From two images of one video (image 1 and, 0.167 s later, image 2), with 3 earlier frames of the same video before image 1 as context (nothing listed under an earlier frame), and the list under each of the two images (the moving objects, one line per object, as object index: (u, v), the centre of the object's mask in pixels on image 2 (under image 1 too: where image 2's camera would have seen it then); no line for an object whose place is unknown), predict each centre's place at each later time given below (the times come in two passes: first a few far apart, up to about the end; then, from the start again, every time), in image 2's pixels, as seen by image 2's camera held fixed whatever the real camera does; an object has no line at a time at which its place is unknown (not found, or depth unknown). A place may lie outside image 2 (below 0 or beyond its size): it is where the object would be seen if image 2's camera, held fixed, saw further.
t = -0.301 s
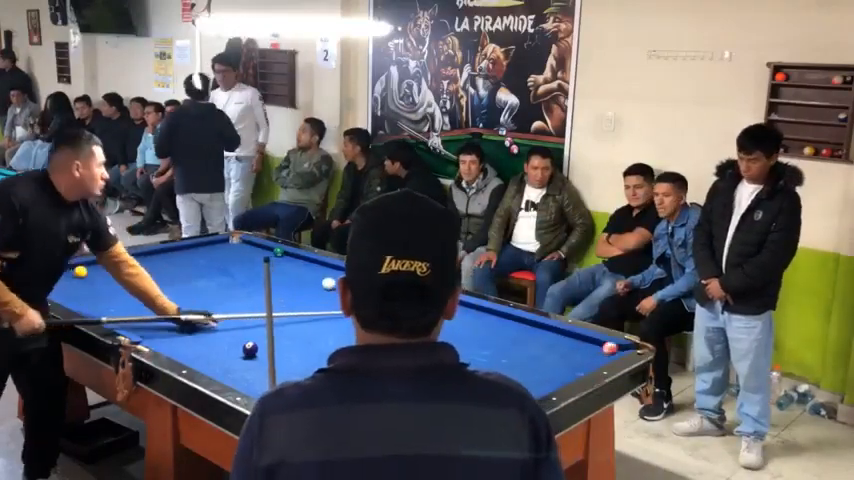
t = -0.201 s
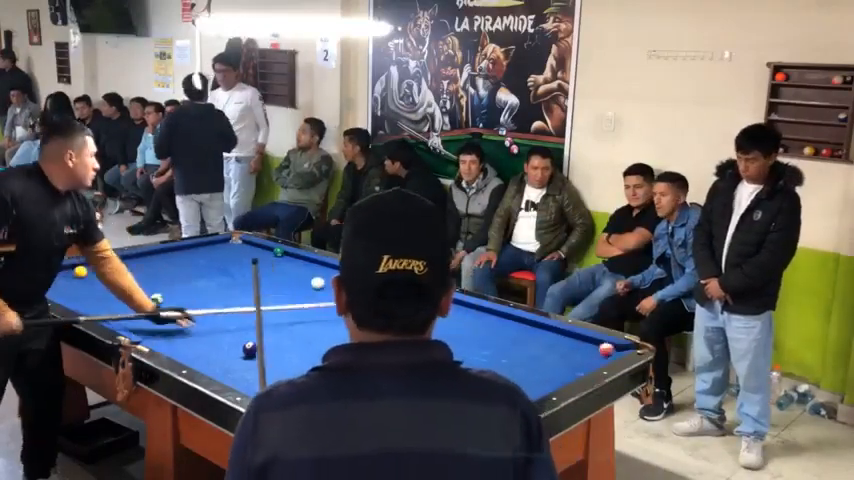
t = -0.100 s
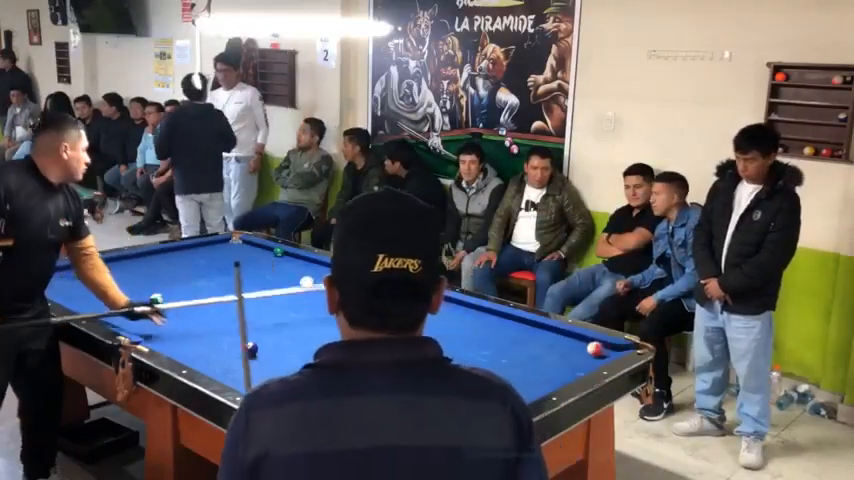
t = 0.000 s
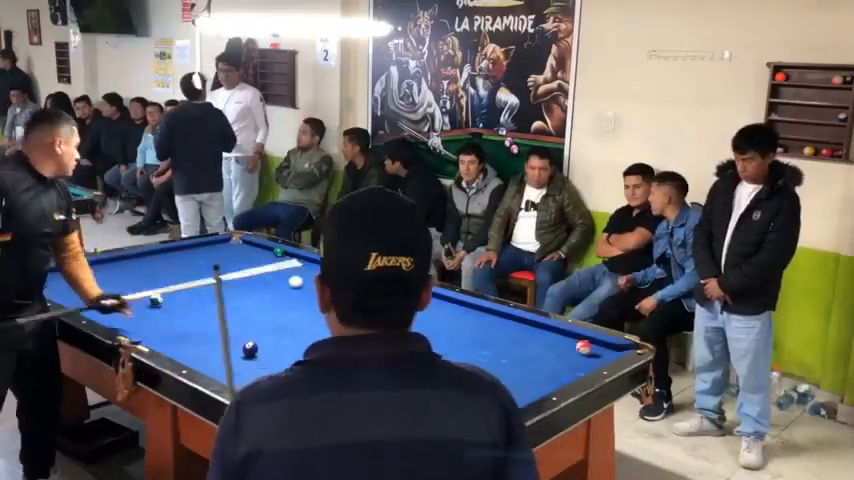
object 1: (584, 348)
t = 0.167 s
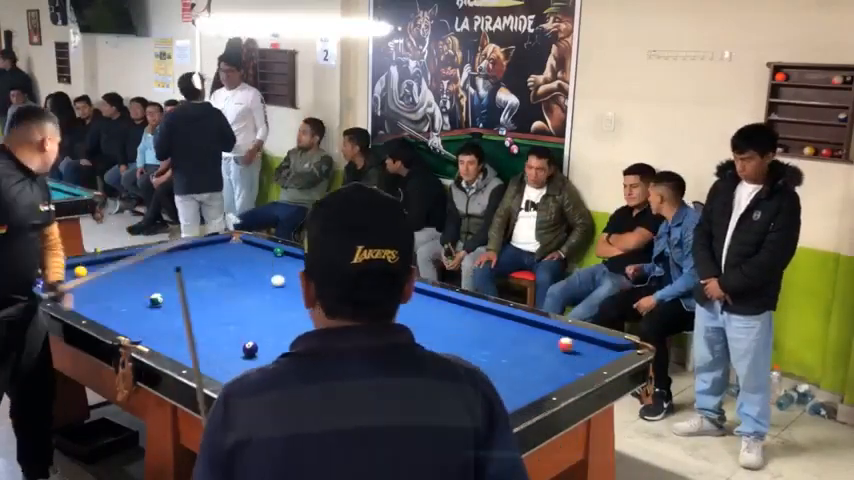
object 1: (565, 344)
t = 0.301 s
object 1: (551, 343)
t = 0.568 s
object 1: (525, 339)
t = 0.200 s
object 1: (562, 344)
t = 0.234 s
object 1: (558, 344)
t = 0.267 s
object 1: (554, 344)
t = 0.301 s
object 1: (551, 343)
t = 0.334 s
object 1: (549, 343)
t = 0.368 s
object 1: (545, 342)
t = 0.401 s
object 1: (542, 342)
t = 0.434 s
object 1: (539, 341)
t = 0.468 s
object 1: (537, 341)
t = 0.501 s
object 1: (533, 341)
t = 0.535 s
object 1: (529, 340)
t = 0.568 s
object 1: (525, 339)
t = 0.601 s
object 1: (522, 338)
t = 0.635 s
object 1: (518, 338)
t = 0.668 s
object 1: (515, 338)
